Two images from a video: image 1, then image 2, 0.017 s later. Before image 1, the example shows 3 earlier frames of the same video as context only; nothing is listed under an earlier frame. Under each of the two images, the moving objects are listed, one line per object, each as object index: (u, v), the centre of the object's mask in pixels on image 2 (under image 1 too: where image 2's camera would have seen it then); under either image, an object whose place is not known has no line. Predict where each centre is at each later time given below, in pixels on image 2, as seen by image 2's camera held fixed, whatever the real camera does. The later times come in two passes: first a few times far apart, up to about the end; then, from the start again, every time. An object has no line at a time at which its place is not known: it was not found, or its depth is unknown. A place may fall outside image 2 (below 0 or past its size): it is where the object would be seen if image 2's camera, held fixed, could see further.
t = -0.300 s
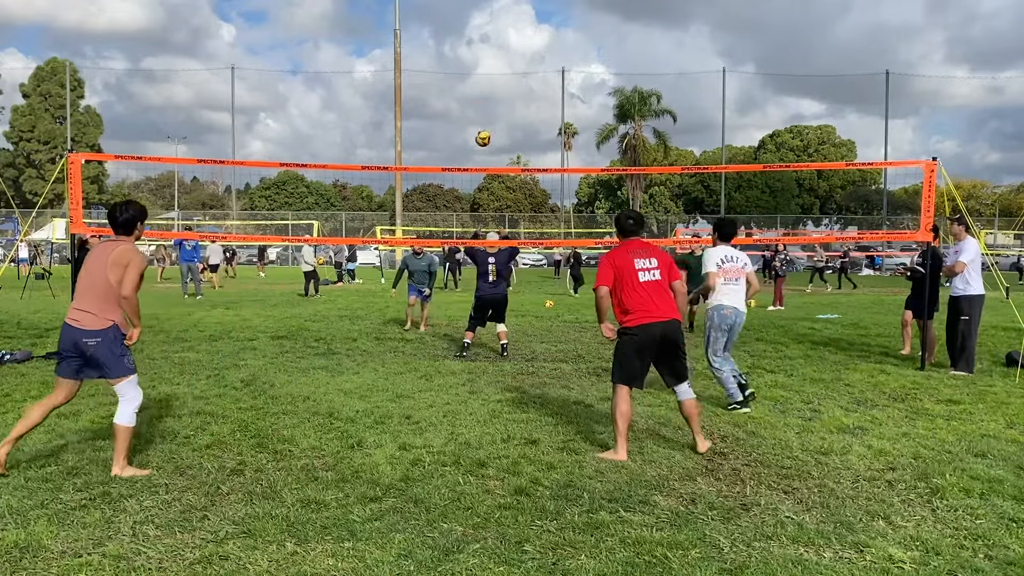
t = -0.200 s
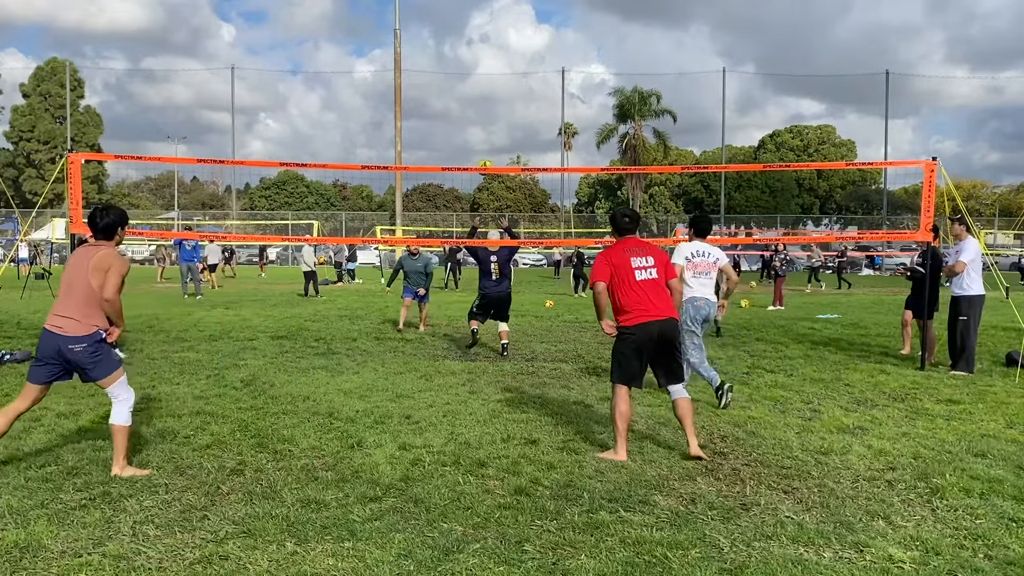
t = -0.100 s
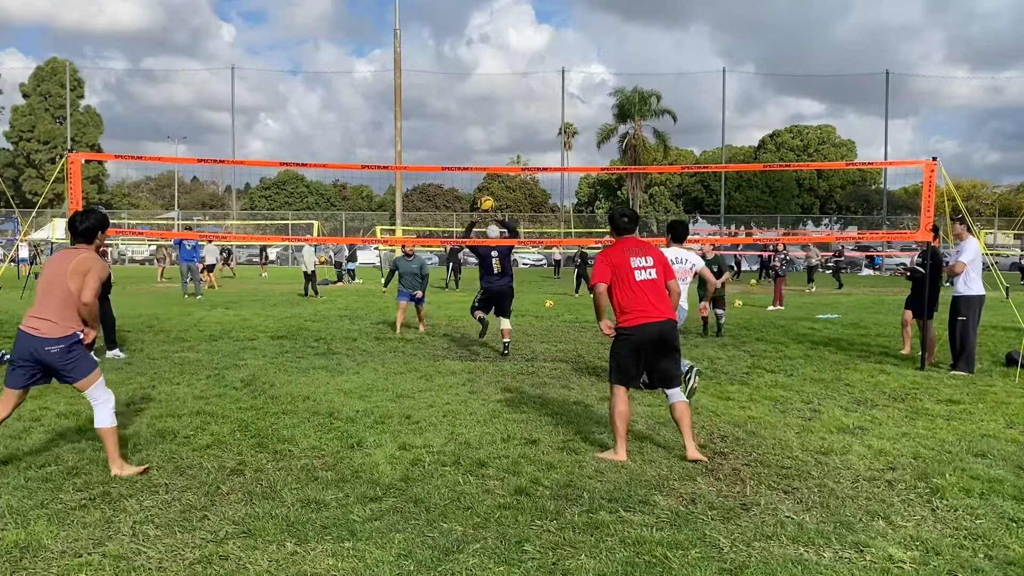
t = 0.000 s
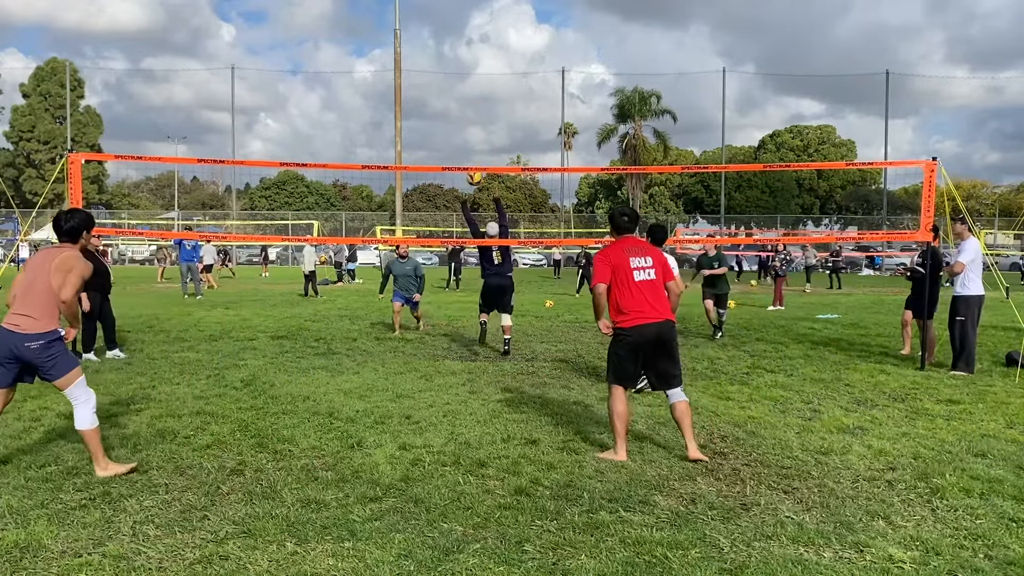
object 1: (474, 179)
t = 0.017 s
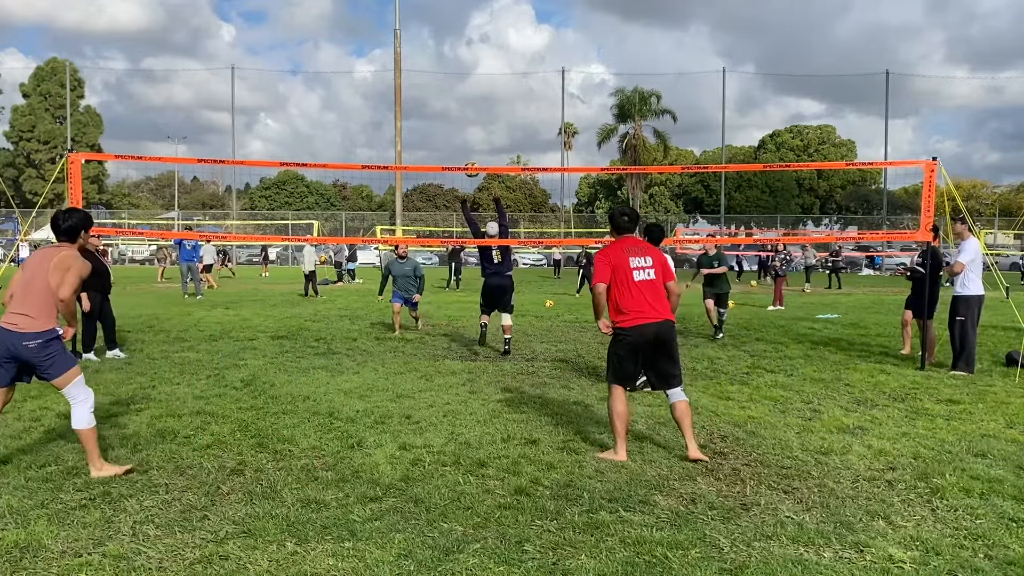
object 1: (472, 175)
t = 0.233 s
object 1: (436, 81)
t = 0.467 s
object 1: (397, 27)
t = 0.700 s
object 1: (359, 20)
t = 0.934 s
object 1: (322, 57)
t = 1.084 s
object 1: (299, 101)
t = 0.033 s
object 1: (469, 160)
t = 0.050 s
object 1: (467, 154)
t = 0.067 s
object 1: (464, 146)
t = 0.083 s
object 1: (461, 138)
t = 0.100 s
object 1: (458, 131)
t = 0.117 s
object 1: (456, 124)
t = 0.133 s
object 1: (453, 117)
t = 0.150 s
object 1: (450, 110)
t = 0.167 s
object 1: (447, 104)
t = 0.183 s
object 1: (444, 98)
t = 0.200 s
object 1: (442, 92)
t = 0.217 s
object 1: (439, 86)
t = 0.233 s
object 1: (436, 81)
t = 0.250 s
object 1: (434, 76)
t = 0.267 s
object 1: (431, 71)
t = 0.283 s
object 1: (428, 66)
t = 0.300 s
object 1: (425, 61)
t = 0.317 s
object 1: (422, 56)
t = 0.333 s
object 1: (420, 53)
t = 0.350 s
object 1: (417, 49)
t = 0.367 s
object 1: (414, 45)
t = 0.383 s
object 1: (411, 41)
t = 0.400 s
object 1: (408, 38)
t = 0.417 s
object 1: (405, 35)
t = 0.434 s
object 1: (403, 32)
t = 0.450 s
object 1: (400, 29)
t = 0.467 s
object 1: (397, 27)
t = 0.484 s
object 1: (395, 25)
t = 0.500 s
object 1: (392, 24)
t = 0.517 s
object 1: (389, 22)
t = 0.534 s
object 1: (386, 20)
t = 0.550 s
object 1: (383, 19)
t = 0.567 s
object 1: (381, 18)
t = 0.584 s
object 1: (378, 18)
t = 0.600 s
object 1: (375, 18)
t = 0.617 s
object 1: (372, 17)
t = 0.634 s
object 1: (369, 17)
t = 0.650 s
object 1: (367, 18)
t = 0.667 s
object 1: (364, 19)
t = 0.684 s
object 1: (361, 19)
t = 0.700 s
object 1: (359, 20)
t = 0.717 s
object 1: (356, 21)
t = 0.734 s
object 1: (353, 23)
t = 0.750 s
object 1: (350, 24)
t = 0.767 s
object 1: (348, 26)
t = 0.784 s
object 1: (345, 28)
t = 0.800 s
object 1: (342, 30)
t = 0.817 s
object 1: (340, 33)
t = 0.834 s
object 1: (337, 36)
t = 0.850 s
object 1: (334, 38)
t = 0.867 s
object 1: (332, 42)
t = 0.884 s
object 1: (329, 45)
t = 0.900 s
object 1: (327, 49)
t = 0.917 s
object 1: (324, 52)
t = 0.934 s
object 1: (322, 57)
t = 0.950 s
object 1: (319, 61)
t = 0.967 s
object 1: (317, 65)
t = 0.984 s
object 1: (314, 69)
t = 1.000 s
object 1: (311, 75)
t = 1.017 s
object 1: (309, 79)
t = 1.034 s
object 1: (307, 85)
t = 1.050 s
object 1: (304, 90)
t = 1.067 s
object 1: (302, 95)
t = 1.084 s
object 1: (299, 101)
